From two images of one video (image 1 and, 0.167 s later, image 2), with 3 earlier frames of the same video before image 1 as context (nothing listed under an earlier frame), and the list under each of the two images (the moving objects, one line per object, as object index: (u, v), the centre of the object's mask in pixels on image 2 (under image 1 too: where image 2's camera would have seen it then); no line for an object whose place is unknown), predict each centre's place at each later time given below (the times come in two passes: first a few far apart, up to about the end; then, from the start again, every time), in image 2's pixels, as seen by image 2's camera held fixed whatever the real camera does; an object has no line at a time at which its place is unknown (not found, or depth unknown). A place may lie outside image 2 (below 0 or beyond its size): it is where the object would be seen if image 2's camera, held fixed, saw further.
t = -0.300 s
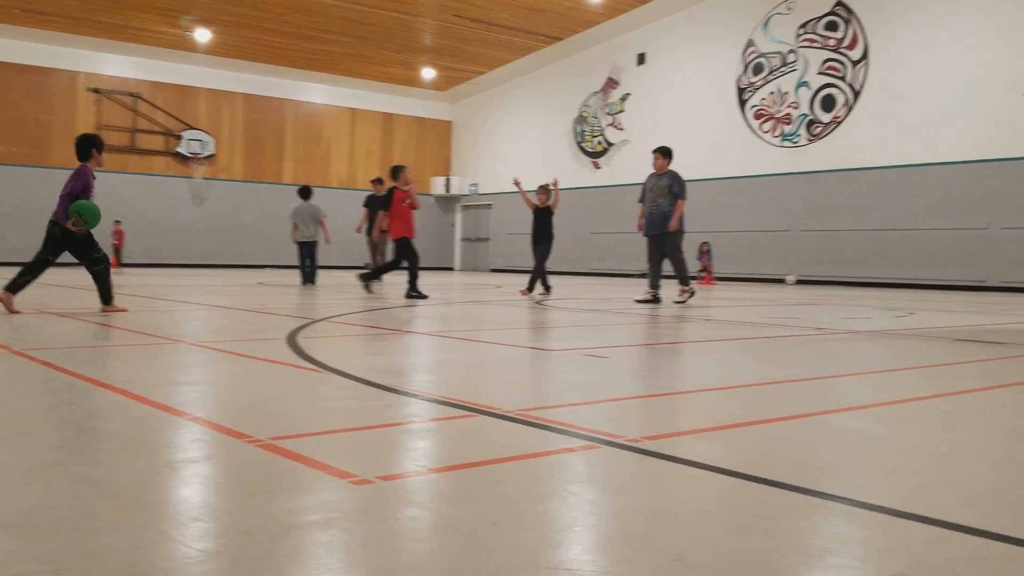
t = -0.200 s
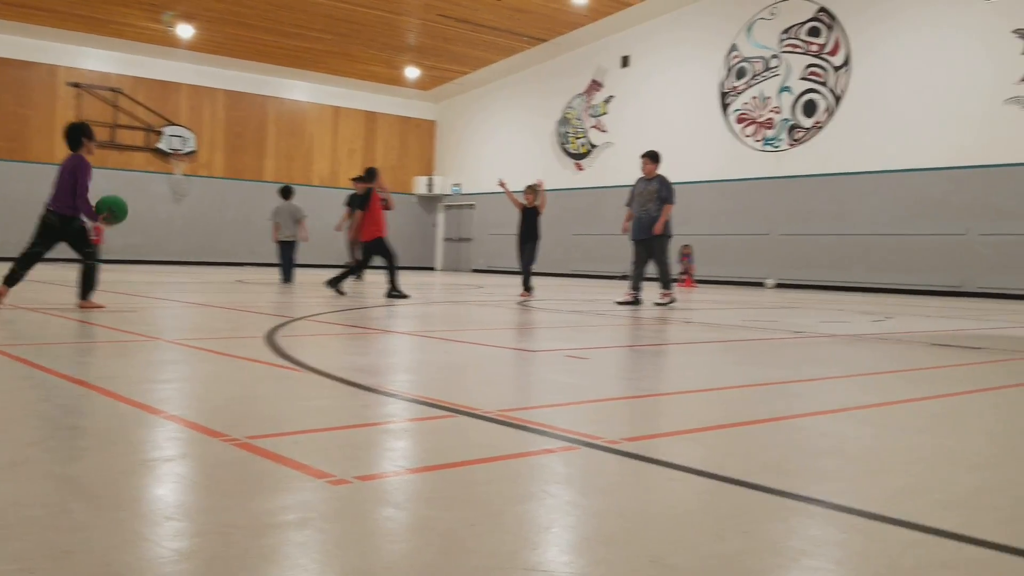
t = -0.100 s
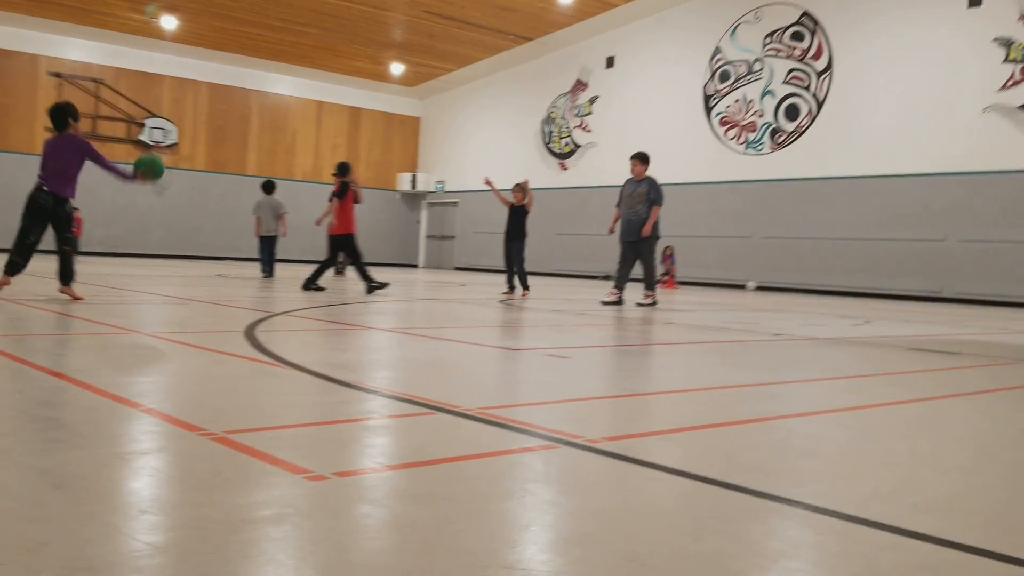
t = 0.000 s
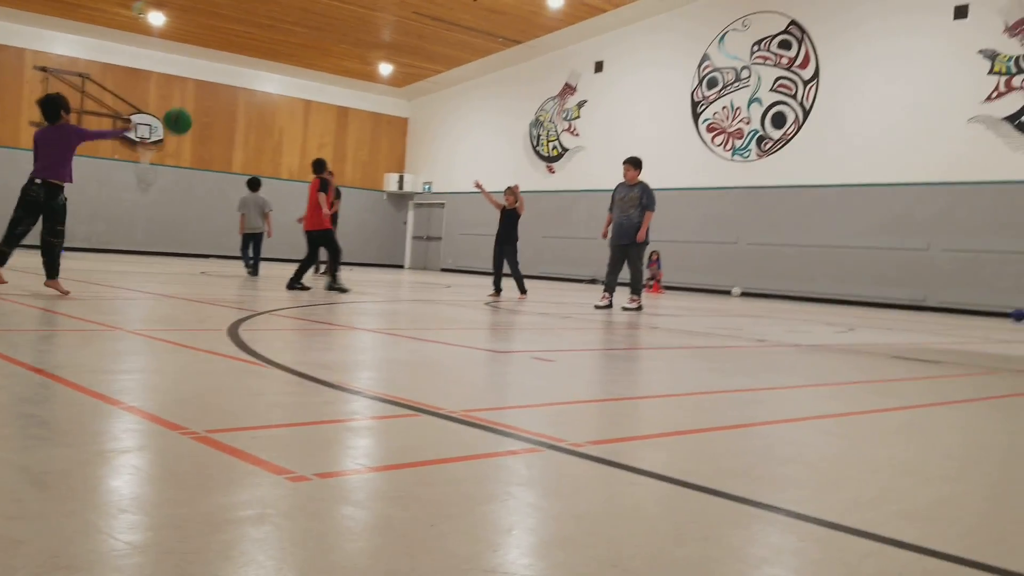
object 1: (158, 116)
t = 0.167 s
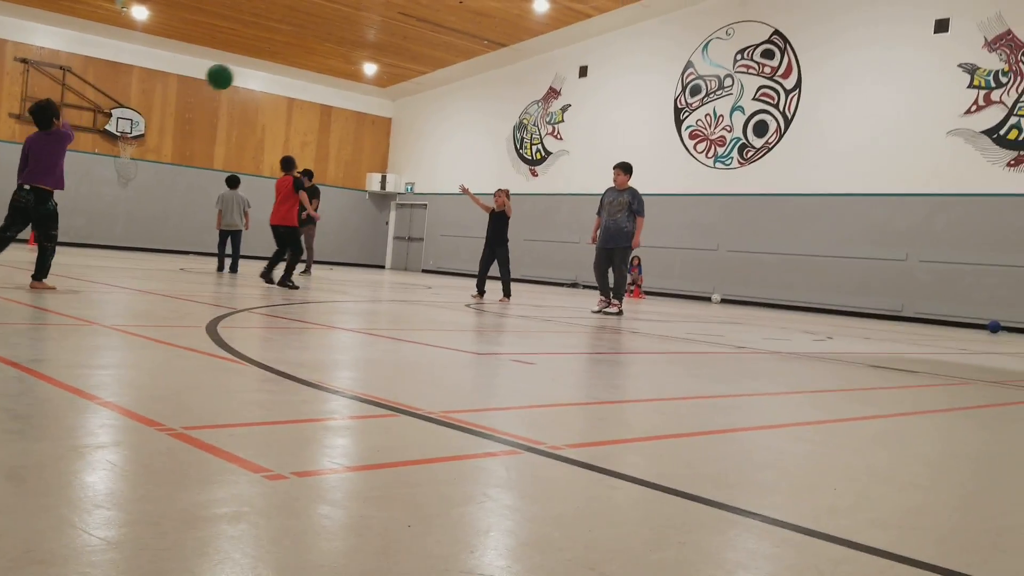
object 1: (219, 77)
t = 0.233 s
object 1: (241, 71)
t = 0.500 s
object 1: (311, 95)
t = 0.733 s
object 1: (356, 166)
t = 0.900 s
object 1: (378, 238)
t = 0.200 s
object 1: (230, 73)
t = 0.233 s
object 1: (241, 71)
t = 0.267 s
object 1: (251, 70)
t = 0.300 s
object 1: (260, 70)
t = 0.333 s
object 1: (269, 71)
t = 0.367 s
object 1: (278, 74)
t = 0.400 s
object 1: (286, 77)
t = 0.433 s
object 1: (295, 82)
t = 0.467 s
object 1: (303, 88)
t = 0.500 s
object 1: (311, 95)
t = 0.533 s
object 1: (318, 103)
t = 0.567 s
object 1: (325, 111)
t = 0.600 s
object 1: (331, 121)
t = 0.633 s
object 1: (338, 132)
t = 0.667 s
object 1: (344, 143)
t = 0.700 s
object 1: (350, 154)
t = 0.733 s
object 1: (356, 166)
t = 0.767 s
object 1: (358, 178)
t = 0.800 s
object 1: (366, 193)
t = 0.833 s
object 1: (370, 207)
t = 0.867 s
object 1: (373, 223)
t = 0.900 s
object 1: (378, 238)
